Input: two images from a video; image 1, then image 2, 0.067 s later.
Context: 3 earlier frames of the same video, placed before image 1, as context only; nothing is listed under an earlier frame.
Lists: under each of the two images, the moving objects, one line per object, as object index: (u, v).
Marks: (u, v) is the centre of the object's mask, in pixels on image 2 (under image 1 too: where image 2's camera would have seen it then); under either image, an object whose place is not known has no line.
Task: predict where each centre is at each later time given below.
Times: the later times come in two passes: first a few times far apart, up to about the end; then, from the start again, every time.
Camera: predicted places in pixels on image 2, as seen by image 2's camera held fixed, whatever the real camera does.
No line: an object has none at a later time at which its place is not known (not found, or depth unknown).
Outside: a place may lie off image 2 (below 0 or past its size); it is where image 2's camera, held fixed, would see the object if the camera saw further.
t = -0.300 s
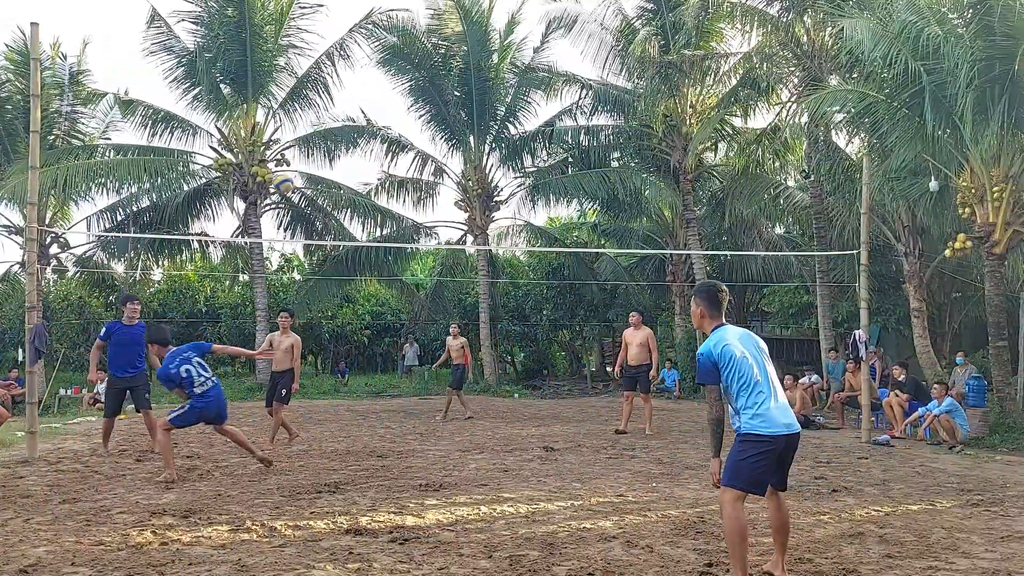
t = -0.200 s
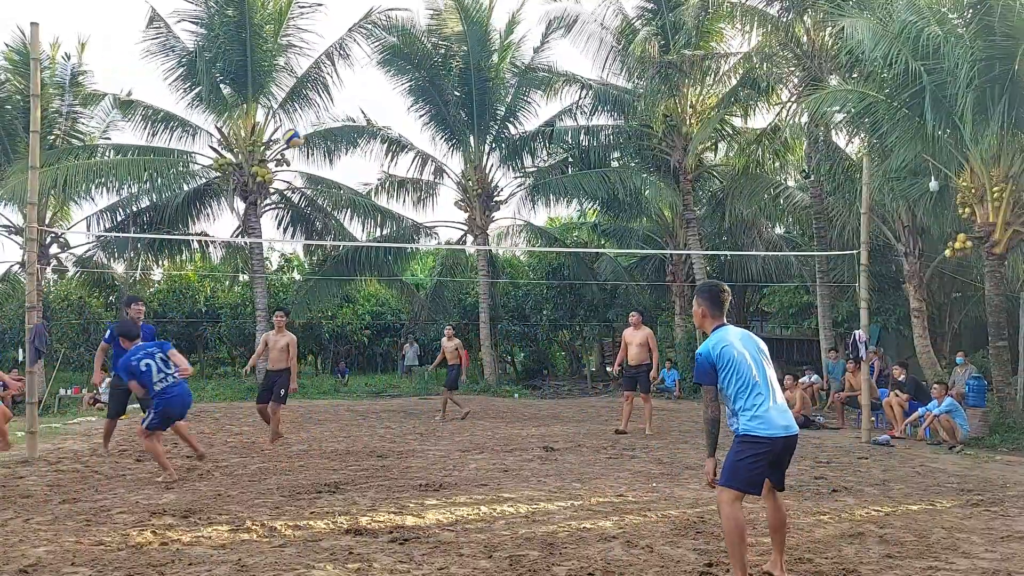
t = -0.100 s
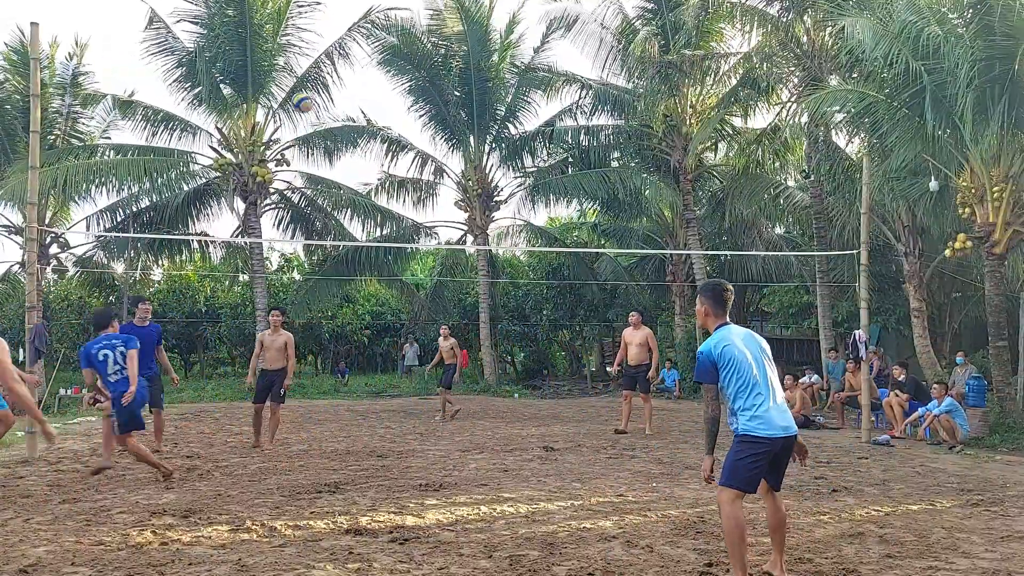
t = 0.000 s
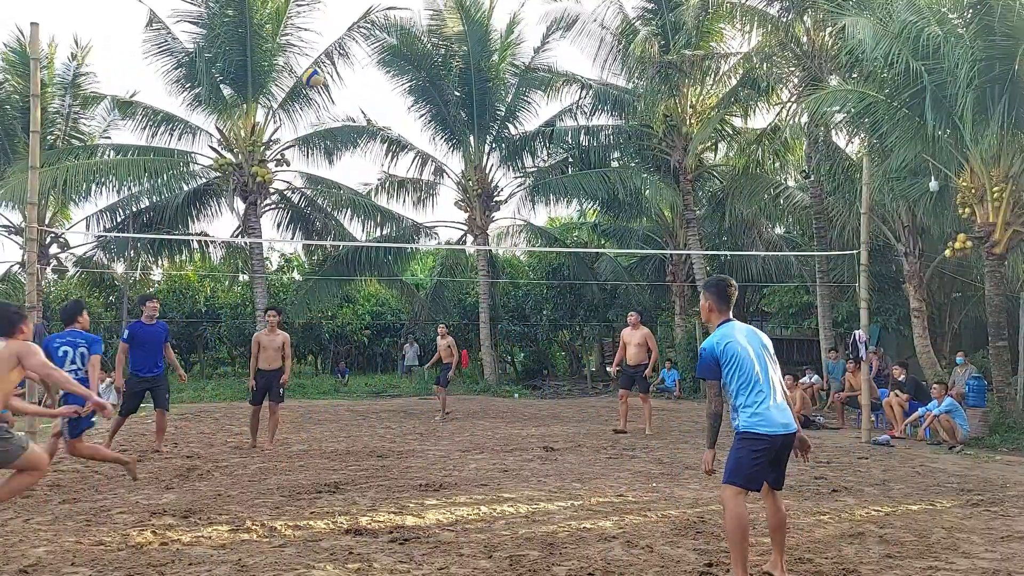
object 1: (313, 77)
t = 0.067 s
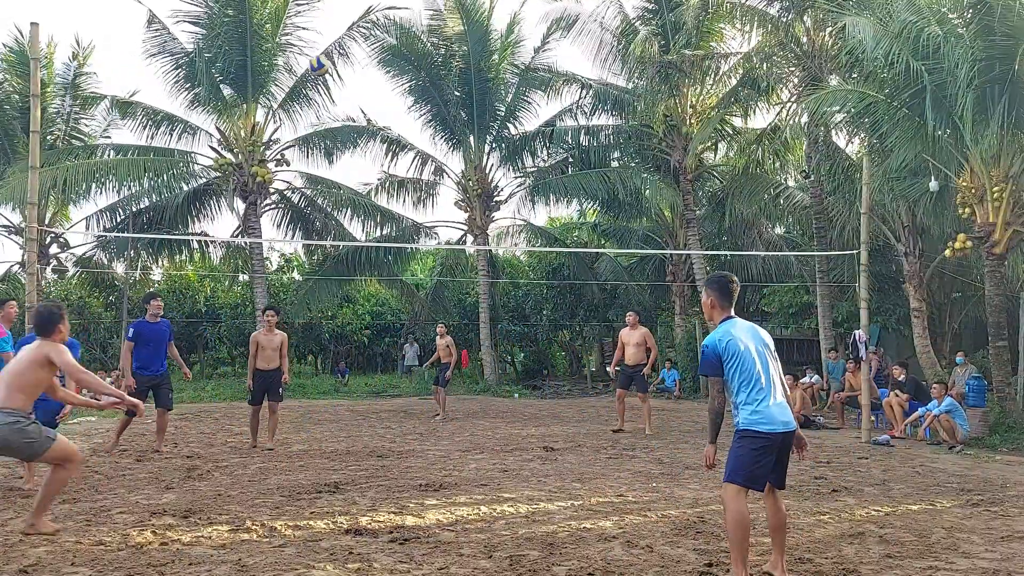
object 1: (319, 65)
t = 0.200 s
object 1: (332, 55)
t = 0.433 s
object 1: (354, 78)
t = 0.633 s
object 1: (372, 141)
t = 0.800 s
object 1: (386, 224)
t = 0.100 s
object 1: (322, 61)
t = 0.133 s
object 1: (324, 58)
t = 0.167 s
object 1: (329, 55)
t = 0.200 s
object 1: (332, 55)
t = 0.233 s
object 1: (335, 55)
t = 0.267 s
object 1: (337, 56)
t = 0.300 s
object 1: (341, 59)
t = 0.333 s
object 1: (344, 62)
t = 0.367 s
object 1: (347, 66)
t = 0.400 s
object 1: (351, 72)
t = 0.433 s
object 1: (354, 78)
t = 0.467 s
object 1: (357, 86)
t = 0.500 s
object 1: (360, 95)
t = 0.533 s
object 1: (362, 103)
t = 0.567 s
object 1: (366, 116)
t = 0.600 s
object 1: (369, 128)
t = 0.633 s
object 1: (372, 141)
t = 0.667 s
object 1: (374, 157)
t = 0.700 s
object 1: (378, 172)
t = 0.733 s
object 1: (380, 188)
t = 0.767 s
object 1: (384, 206)
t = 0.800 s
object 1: (386, 224)
